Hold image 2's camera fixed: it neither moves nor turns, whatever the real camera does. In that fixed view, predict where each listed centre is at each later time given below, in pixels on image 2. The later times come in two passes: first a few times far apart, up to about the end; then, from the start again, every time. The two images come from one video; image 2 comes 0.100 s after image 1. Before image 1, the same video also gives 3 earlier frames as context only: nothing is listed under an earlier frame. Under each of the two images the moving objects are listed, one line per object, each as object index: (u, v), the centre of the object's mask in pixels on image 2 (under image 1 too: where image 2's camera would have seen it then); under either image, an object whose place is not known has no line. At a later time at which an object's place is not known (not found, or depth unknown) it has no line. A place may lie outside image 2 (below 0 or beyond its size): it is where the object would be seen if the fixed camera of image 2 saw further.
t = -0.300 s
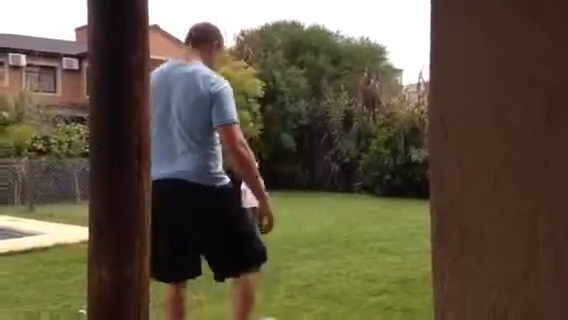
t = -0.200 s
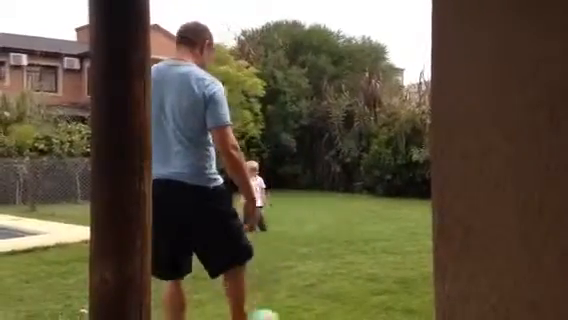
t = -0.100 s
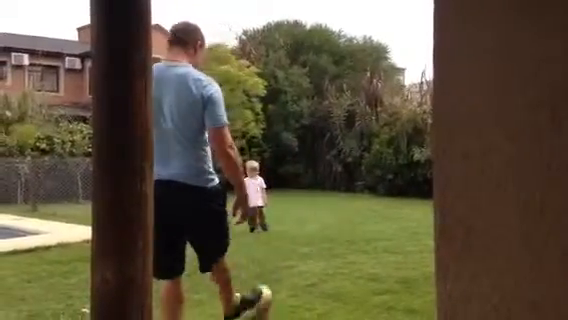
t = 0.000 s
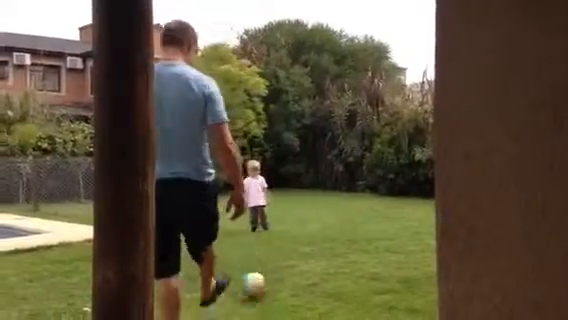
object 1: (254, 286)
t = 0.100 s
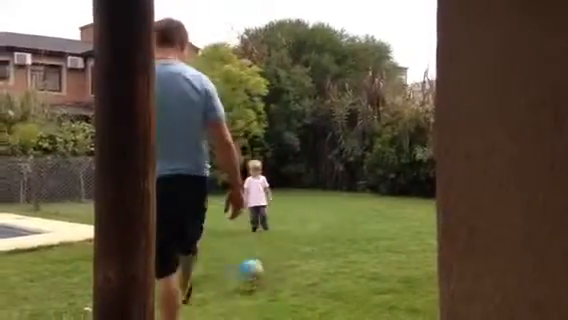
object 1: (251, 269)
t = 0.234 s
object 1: (248, 267)
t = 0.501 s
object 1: (245, 253)
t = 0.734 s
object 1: (240, 247)
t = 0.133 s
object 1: (251, 270)
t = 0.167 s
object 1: (250, 271)
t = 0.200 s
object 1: (249, 270)
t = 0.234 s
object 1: (248, 267)
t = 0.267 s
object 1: (248, 264)
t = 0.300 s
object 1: (248, 261)
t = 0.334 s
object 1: (247, 260)
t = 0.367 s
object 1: (247, 260)
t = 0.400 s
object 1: (246, 260)
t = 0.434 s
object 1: (245, 258)
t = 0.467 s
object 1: (245, 255)
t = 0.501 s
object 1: (245, 253)
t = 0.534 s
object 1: (245, 253)
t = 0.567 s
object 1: (244, 252)
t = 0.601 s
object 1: (244, 251)
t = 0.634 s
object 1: (243, 248)
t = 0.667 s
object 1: (242, 247)
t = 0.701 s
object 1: (241, 247)
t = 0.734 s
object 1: (240, 247)
